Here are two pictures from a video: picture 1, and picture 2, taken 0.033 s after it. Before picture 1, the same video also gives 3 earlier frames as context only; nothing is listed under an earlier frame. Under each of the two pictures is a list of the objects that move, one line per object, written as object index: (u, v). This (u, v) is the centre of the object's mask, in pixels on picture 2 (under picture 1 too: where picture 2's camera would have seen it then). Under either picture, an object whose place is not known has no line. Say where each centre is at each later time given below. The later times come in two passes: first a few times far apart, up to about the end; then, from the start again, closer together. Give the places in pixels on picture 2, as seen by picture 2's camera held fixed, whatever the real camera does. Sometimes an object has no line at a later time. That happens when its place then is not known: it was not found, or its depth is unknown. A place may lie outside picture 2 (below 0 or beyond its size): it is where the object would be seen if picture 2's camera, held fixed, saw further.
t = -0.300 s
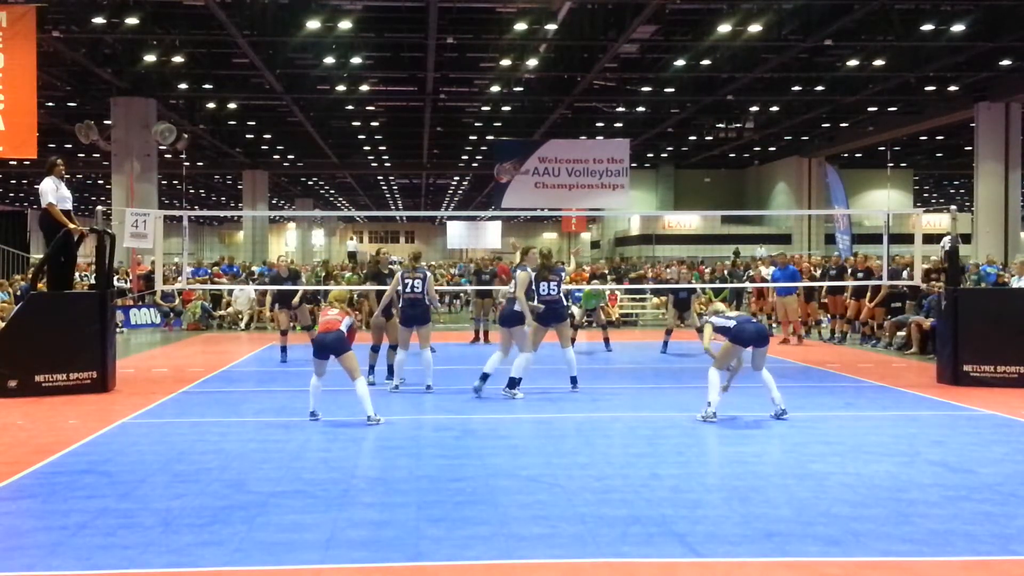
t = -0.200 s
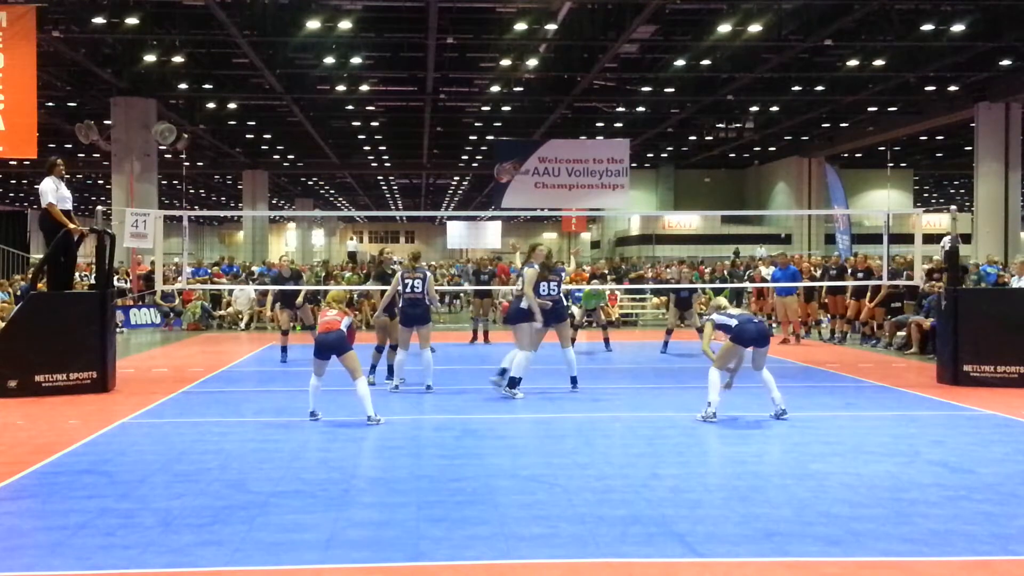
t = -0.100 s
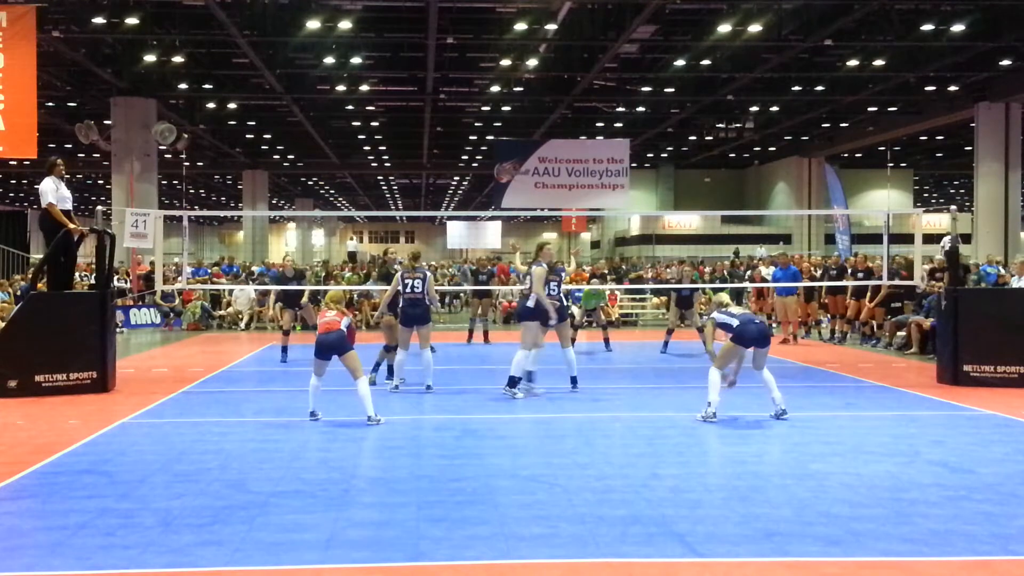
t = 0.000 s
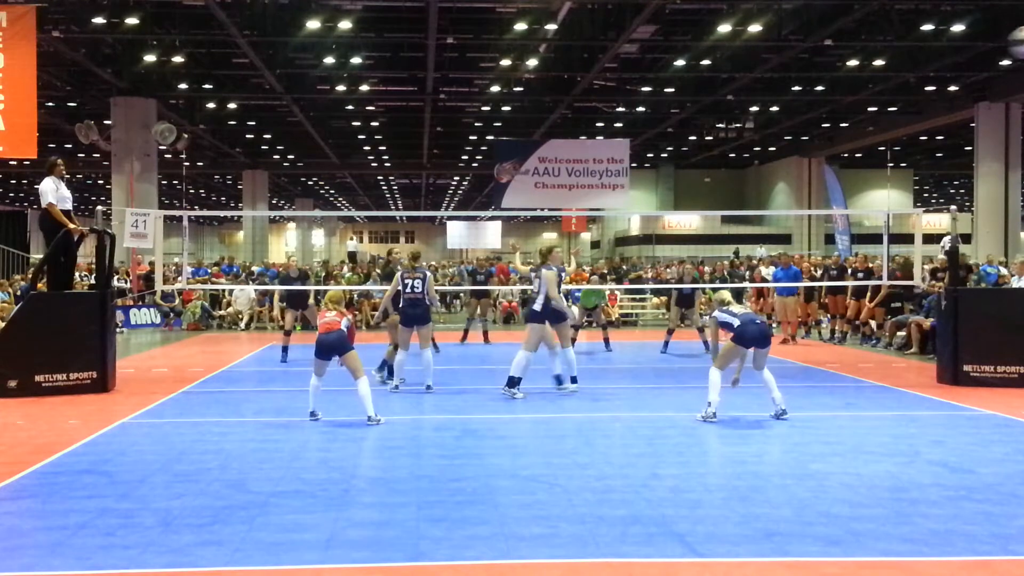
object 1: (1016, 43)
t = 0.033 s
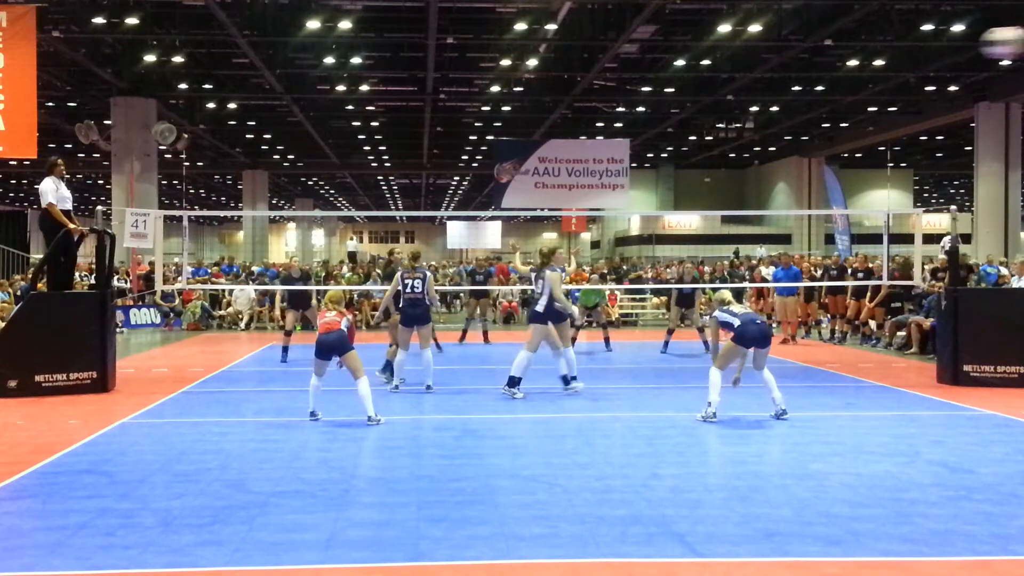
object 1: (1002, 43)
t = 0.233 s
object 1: (876, 63)
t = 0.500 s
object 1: (776, 118)
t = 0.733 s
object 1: (722, 181)
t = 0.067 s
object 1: (979, 44)
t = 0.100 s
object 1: (954, 46)
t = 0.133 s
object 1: (932, 49)
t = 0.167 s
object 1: (912, 53)
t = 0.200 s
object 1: (893, 57)
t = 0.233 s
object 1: (876, 63)
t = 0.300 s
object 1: (845, 74)
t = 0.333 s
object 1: (832, 80)
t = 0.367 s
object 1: (819, 88)
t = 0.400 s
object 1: (806, 94)
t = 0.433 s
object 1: (796, 102)
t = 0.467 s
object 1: (786, 109)
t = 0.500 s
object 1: (776, 118)
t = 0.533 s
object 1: (766, 126)
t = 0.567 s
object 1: (757, 135)
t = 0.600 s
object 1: (749, 143)
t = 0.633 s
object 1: (741, 152)
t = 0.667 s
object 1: (734, 162)
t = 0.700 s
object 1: (727, 171)
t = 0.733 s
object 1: (722, 181)
